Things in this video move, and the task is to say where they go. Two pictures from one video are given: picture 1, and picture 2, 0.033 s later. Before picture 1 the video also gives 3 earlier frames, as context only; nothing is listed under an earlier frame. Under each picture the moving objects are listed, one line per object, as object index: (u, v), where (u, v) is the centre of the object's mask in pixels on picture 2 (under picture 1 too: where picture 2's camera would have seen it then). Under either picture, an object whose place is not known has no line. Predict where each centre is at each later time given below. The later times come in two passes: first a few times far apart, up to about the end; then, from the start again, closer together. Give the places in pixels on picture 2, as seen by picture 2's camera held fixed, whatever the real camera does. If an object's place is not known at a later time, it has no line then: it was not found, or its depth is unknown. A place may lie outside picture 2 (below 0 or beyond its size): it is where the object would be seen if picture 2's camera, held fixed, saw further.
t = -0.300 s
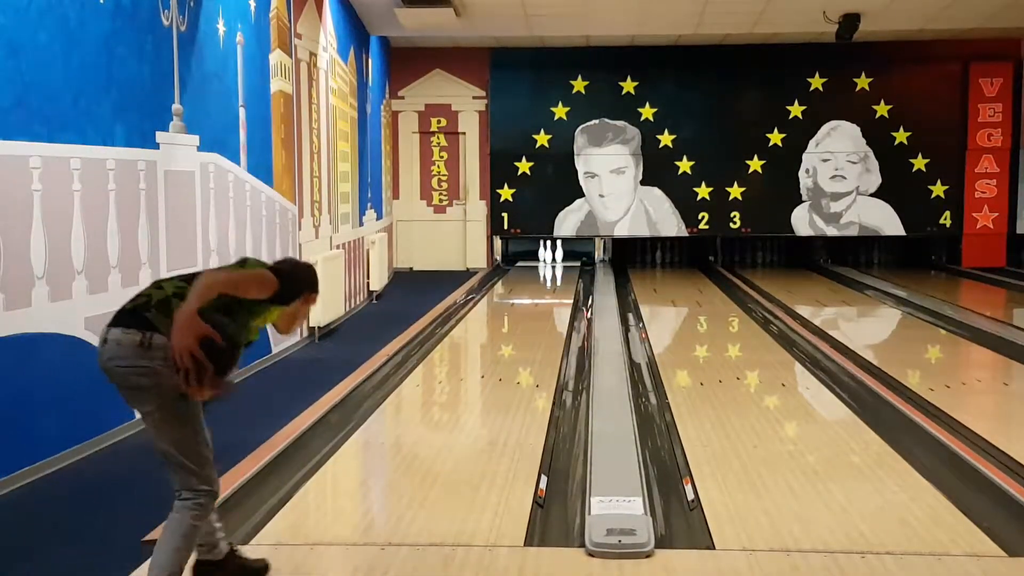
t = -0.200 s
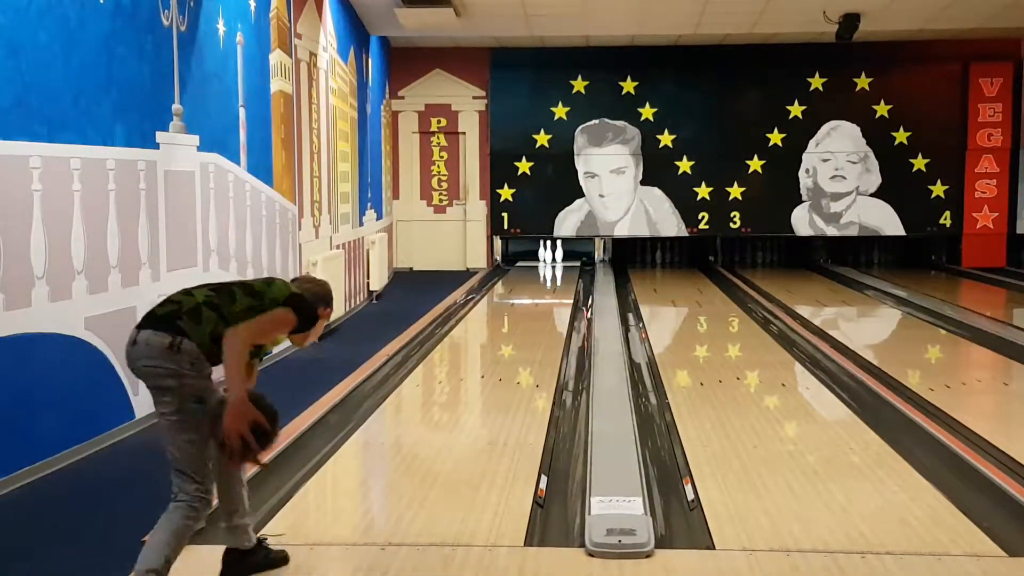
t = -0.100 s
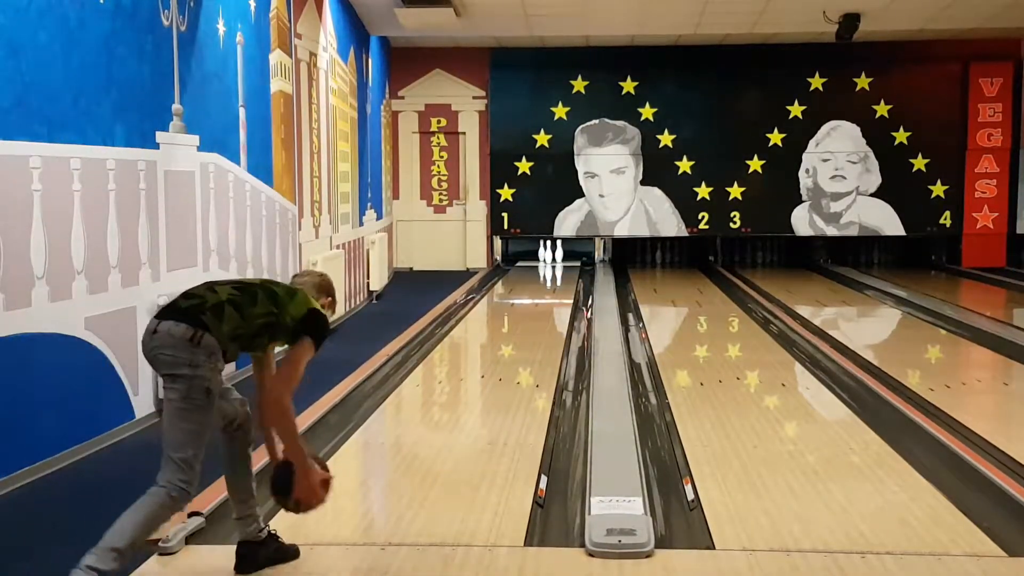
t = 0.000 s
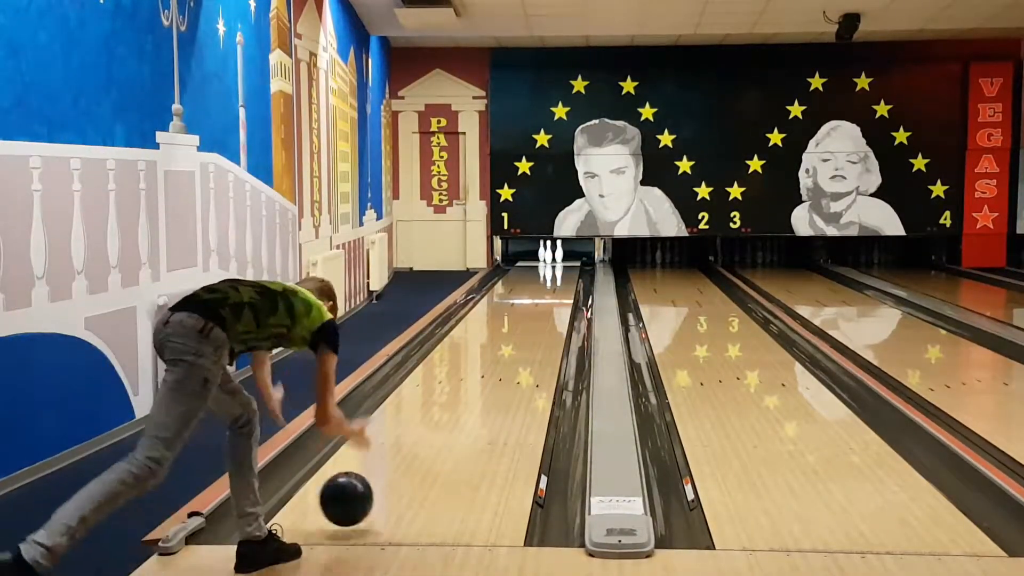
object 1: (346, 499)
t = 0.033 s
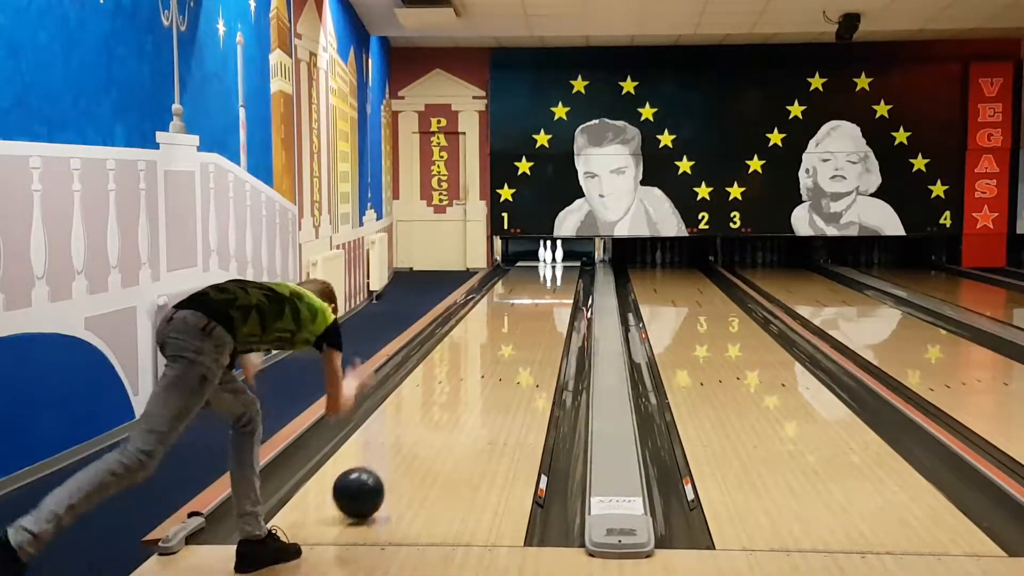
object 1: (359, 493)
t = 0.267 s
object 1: (421, 433)
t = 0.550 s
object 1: (469, 384)
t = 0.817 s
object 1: (498, 353)
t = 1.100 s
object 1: (520, 329)
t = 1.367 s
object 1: (534, 312)
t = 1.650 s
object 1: (545, 298)
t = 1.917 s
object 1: (553, 287)
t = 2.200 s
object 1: (557, 277)
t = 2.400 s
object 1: (559, 272)
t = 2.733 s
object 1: (556, 264)
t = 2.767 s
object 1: (555, 264)
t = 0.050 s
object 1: (364, 487)
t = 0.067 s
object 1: (369, 480)
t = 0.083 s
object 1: (374, 475)
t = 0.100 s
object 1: (379, 471)
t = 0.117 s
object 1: (384, 467)
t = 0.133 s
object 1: (389, 464)
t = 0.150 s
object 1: (393, 461)
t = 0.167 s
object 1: (398, 456)
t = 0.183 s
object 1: (402, 452)
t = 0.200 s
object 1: (406, 448)
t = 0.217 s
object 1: (410, 444)
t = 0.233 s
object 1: (414, 441)
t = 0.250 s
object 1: (418, 437)
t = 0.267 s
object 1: (421, 433)
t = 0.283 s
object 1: (425, 429)
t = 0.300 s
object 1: (428, 426)
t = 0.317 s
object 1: (431, 423)
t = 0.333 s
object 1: (435, 419)
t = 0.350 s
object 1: (438, 416)
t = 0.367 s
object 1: (441, 413)
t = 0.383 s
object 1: (444, 410)
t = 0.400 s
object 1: (446, 407)
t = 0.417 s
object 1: (449, 405)
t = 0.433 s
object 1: (452, 402)
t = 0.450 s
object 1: (454, 399)
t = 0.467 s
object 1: (457, 396)
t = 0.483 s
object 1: (459, 394)
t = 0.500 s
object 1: (462, 391)
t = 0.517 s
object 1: (464, 389)
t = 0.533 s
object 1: (467, 386)
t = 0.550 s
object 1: (469, 384)
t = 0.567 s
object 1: (471, 382)
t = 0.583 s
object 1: (473, 380)
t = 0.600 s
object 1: (475, 378)
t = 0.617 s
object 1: (477, 375)
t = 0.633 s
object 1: (479, 373)
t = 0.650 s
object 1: (481, 371)
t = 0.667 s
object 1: (483, 369)
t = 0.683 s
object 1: (485, 367)
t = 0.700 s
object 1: (487, 366)
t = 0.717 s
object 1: (489, 364)
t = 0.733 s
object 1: (490, 362)
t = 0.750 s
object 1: (492, 360)
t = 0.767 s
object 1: (494, 358)
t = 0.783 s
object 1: (495, 357)
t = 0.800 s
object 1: (497, 355)
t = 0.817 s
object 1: (498, 353)
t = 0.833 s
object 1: (500, 352)
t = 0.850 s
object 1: (501, 350)
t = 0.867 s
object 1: (503, 349)
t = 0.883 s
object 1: (504, 347)
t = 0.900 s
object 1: (505, 346)
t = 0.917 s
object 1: (507, 344)
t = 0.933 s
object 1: (508, 342)
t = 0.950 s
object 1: (509, 341)
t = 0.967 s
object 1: (510, 339)
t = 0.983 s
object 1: (512, 338)
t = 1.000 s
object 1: (513, 337)
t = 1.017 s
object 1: (514, 336)
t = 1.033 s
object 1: (515, 334)
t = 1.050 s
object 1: (516, 333)
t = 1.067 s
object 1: (517, 332)
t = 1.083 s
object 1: (519, 331)
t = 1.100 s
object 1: (520, 329)
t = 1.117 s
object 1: (521, 328)
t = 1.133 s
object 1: (522, 327)
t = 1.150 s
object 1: (523, 326)
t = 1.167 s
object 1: (524, 325)
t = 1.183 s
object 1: (525, 324)
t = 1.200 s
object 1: (525, 323)
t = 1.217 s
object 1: (527, 321)
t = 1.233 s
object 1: (528, 321)
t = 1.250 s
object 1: (528, 319)
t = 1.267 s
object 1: (529, 318)
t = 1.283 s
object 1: (530, 317)
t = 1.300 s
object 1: (531, 316)
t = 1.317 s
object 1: (532, 315)
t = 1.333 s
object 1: (533, 314)
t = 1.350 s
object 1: (533, 313)
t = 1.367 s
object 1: (534, 312)
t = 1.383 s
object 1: (535, 311)
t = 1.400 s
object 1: (536, 311)
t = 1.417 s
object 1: (536, 309)
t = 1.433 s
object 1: (537, 309)
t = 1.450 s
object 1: (538, 308)
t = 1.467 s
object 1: (538, 307)
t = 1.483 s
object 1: (539, 306)
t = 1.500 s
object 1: (540, 305)
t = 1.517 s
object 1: (540, 304)
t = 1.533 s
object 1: (541, 303)
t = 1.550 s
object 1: (542, 302)
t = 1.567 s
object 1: (542, 302)
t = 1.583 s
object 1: (543, 301)
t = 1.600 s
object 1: (544, 300)
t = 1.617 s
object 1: (544, 299)
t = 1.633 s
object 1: (545, 298)
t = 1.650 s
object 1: (545, 298)
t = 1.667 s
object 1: (546, 297)
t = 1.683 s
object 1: (546, 296)
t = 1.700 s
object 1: (547, 296)
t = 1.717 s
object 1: (548, 295)
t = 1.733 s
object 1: (548, 294)
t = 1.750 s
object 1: (549, 293)
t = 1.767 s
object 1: (549, 293)
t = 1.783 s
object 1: (549, 292)
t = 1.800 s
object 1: (550, 291)
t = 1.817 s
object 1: (550, 291)
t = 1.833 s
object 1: (551, 290)
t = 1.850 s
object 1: (551, 290)
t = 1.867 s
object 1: (552, 289)
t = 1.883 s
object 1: (552, 289)
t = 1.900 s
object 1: (552, 288)
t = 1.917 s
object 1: (553, 287)
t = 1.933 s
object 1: (553, 286)
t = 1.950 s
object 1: (553, 286)
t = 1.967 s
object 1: (554, 285)
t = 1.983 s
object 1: (554, 285)
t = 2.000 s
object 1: (554, 284)
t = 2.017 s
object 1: (555, 283)
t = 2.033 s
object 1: (555, 283)
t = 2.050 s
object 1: (555, 282)
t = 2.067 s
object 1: (556, 282)
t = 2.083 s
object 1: (556, 281)
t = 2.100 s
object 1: (556, 281)
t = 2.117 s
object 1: (557, 280)
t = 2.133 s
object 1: (557, 280)
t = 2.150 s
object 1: (557, 279)
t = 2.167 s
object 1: (557, 278)
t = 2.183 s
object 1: (557, 278)
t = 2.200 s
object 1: (557, 277)
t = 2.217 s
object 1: (558, 277)
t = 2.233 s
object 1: (558, 277)
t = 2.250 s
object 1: (558, 276)
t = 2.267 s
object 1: (558, 276)
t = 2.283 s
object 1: (558, 275)
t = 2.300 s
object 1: (558, 275)
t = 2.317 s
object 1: (558, 274)
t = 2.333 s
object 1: (559, 274)
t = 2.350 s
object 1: (558, 273)
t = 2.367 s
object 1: (558, 273)
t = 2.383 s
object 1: (559, 272)
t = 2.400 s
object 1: (559, 272)
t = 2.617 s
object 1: (557, 267)
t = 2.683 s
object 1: (557, 265)
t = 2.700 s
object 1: (557, 265)
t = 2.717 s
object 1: (556, 265)
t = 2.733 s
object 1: (556, 264)
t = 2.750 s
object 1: (556, 264)
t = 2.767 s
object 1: (555, 264)
